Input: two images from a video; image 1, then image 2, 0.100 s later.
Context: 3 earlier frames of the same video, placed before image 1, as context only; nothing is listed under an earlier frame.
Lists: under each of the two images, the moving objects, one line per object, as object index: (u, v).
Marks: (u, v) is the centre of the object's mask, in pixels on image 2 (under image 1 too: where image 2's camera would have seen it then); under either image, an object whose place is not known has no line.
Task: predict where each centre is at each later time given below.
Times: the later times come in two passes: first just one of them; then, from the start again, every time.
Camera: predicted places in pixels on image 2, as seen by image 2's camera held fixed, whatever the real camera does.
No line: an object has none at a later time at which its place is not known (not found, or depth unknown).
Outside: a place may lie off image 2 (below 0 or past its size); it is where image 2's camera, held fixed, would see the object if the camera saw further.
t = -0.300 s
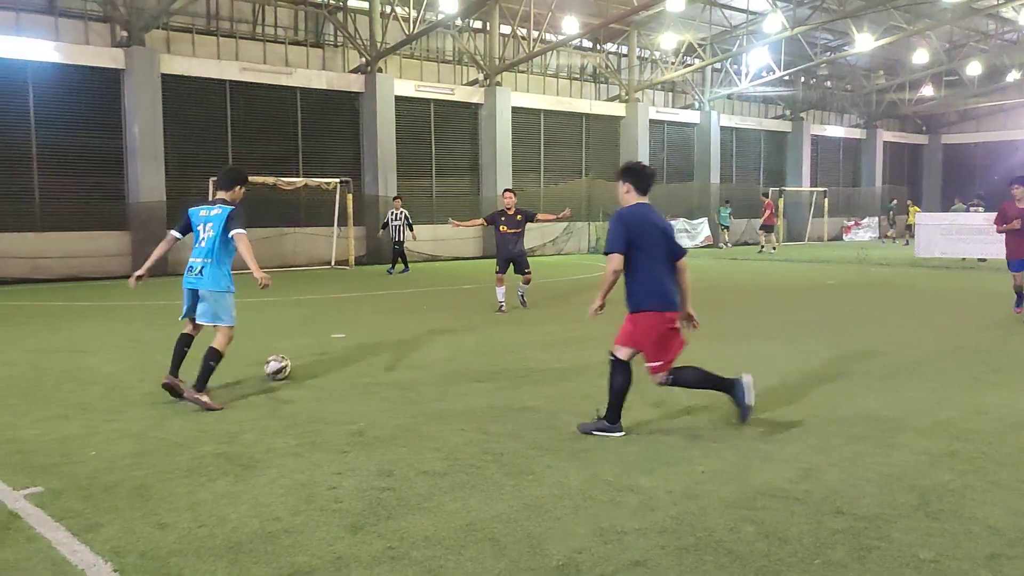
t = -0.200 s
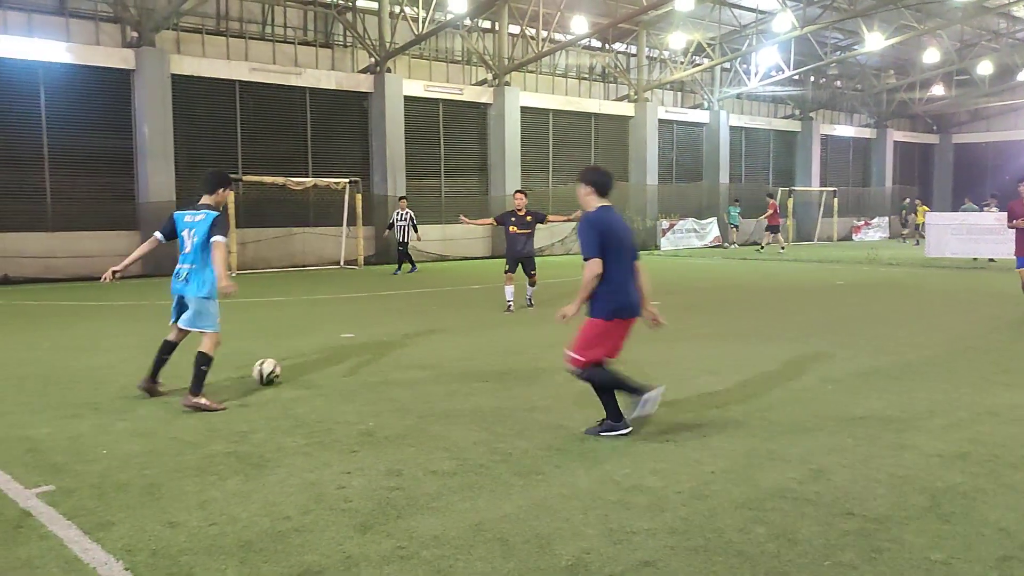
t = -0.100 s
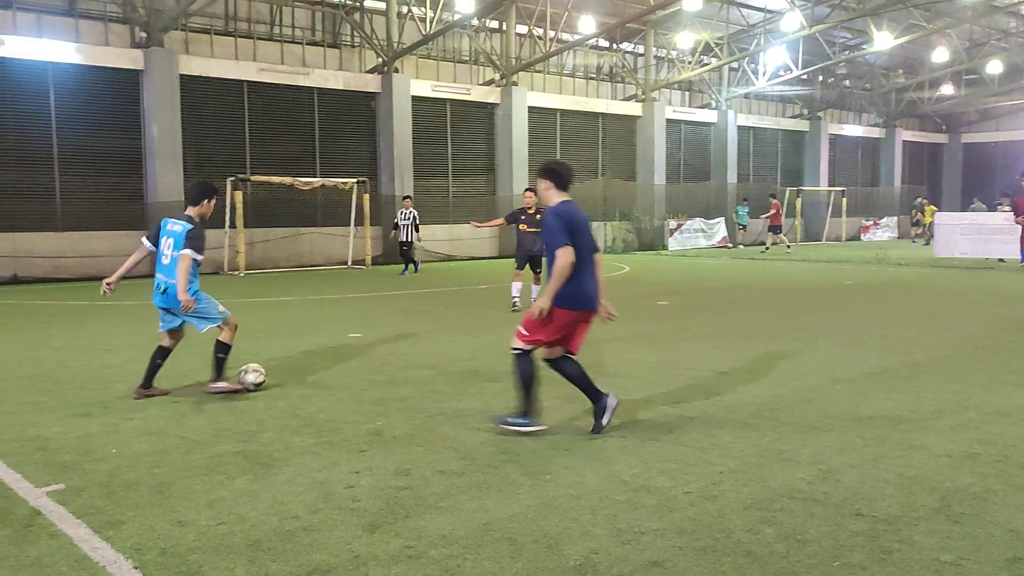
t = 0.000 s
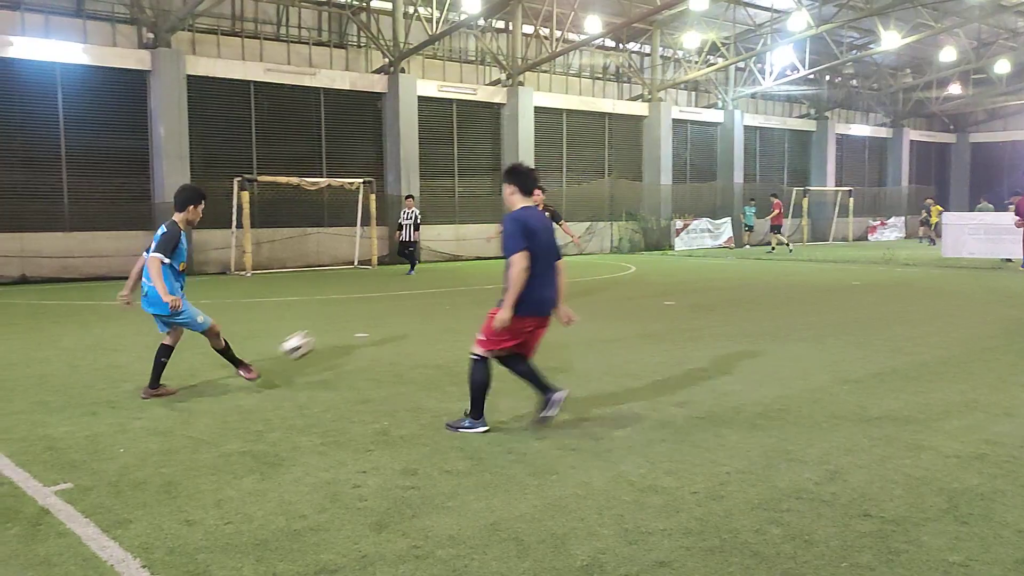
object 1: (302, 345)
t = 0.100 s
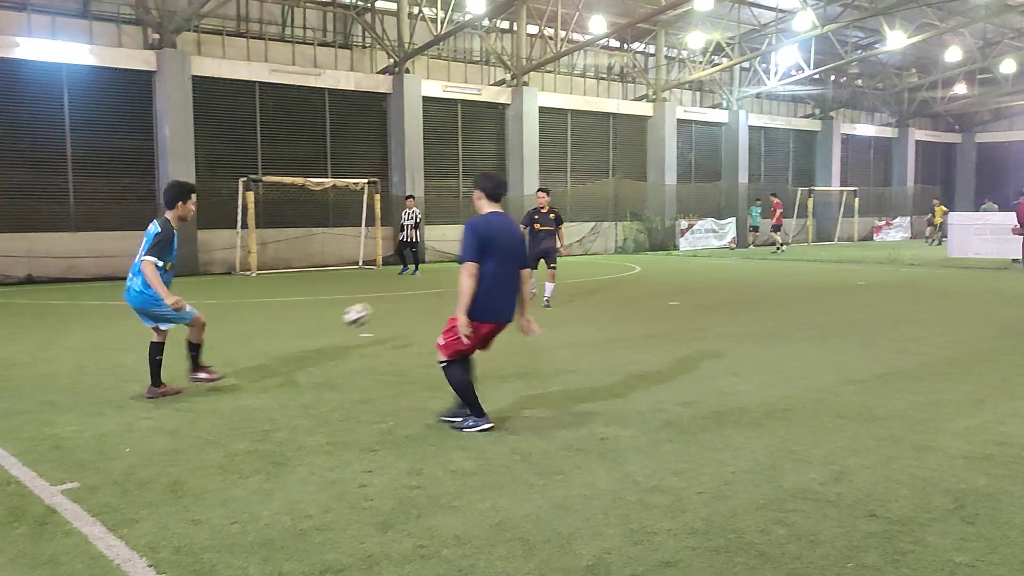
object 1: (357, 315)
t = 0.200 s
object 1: (402, 301)
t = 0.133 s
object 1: (374, 309)
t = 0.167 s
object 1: (388, 304)
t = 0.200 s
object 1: (402, 301)
